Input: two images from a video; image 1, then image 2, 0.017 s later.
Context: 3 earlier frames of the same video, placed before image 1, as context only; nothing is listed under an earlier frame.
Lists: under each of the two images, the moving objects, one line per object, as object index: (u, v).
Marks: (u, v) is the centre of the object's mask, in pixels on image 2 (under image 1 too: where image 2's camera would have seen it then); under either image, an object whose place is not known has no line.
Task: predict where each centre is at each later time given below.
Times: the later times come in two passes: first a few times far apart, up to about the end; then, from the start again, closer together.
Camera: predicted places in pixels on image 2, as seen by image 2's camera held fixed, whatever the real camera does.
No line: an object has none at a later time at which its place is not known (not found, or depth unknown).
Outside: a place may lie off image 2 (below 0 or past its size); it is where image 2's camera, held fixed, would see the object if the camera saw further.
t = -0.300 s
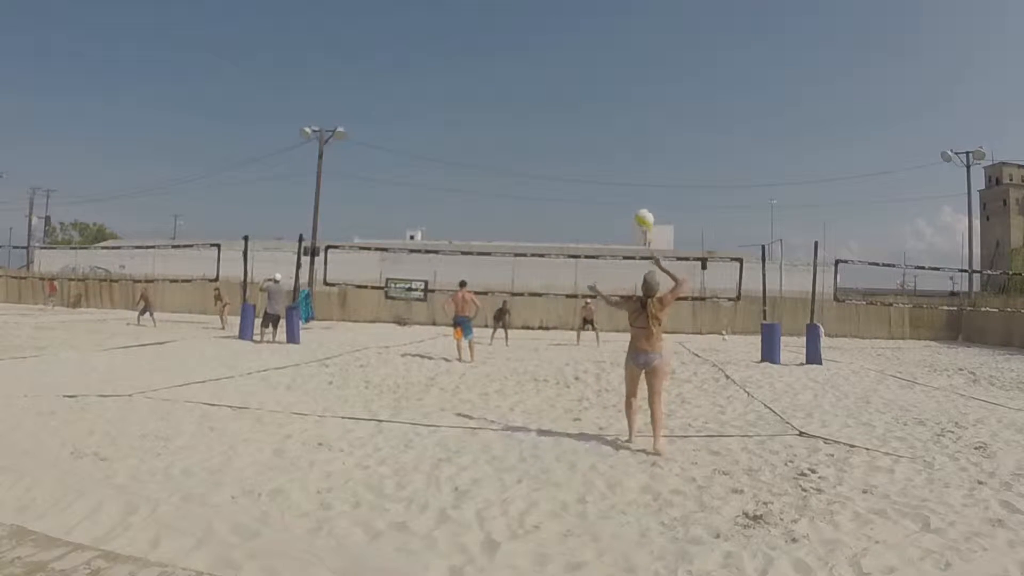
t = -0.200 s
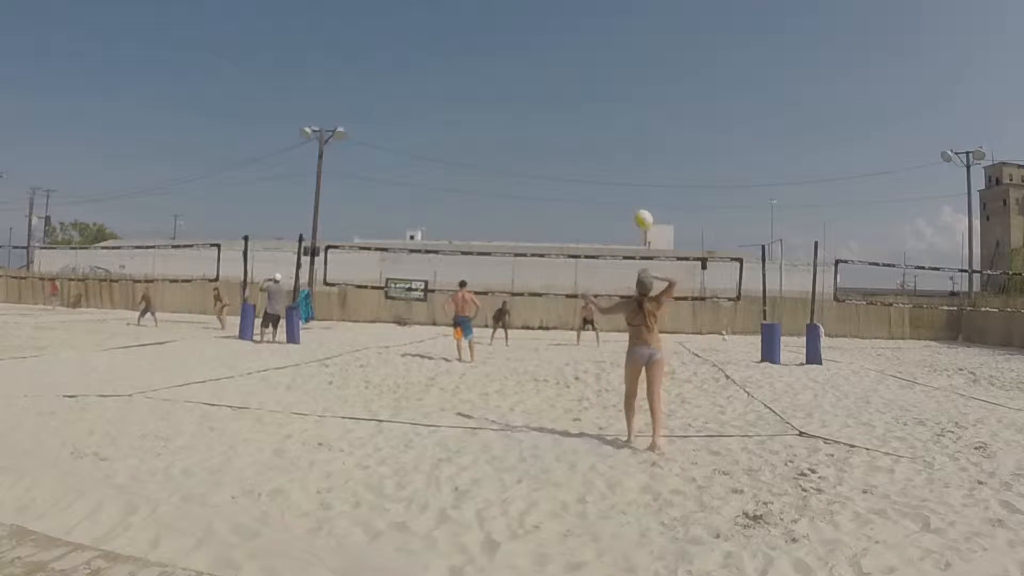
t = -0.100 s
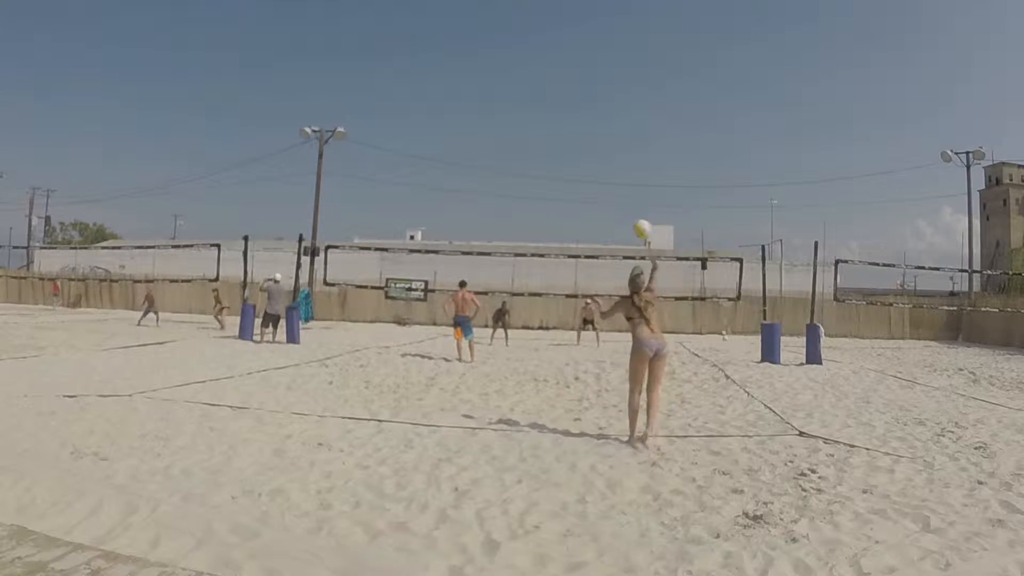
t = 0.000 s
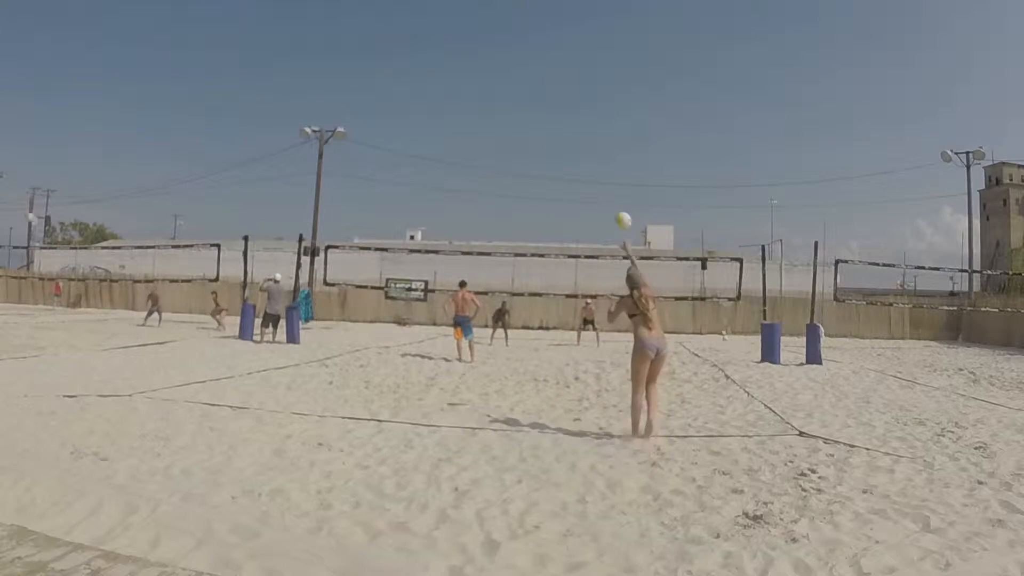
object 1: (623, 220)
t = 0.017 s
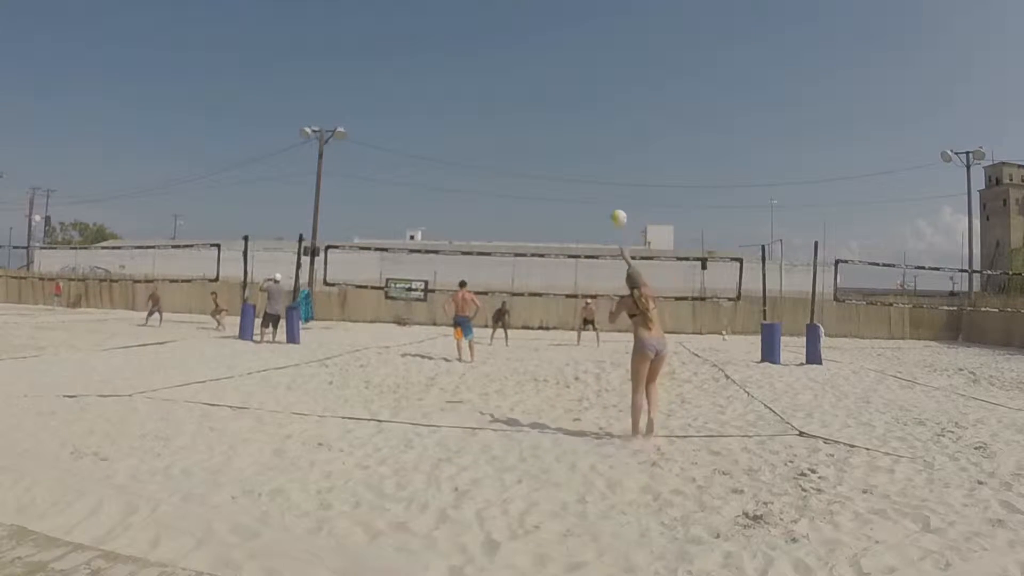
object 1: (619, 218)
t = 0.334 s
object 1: (566, 209)
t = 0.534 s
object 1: (549, 226)
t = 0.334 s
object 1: (566, 209)
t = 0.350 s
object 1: (565, 210)
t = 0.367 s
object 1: (563, 211)
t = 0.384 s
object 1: (561, 213)
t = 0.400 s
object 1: (560, 214)
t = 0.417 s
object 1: (559, 215)
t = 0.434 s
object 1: (557, 217)
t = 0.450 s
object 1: (555, 218)
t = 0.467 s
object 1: (554, 219)
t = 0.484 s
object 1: (552, 222)
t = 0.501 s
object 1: (551, 223)
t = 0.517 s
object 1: (550, 225)
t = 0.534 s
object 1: (549, 226)
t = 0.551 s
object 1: (548, 228)
